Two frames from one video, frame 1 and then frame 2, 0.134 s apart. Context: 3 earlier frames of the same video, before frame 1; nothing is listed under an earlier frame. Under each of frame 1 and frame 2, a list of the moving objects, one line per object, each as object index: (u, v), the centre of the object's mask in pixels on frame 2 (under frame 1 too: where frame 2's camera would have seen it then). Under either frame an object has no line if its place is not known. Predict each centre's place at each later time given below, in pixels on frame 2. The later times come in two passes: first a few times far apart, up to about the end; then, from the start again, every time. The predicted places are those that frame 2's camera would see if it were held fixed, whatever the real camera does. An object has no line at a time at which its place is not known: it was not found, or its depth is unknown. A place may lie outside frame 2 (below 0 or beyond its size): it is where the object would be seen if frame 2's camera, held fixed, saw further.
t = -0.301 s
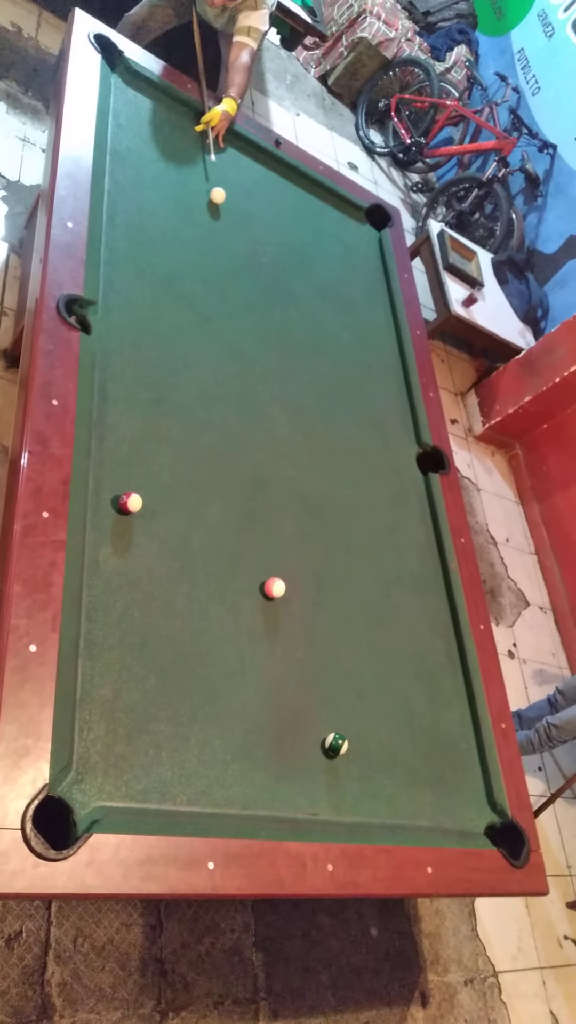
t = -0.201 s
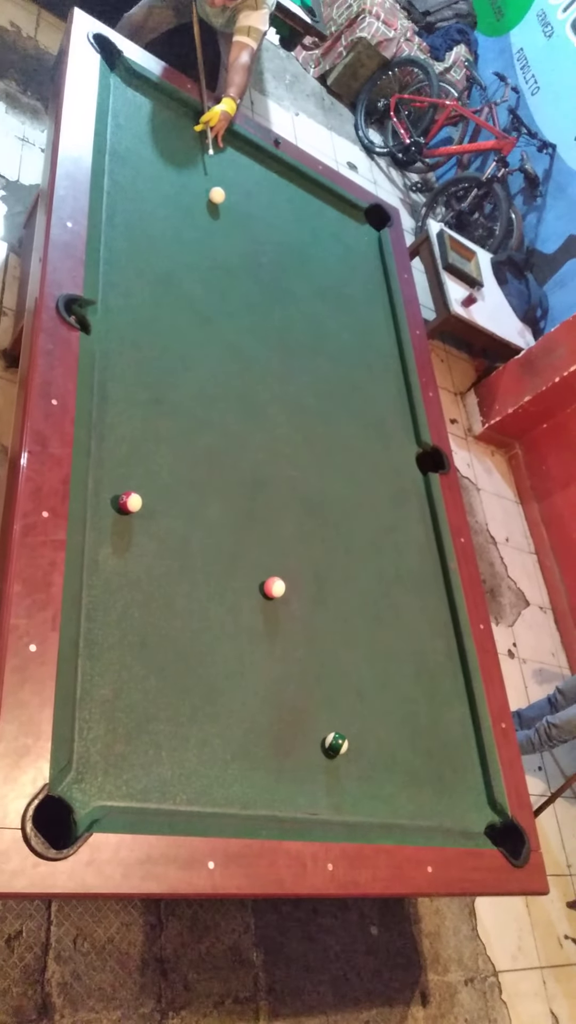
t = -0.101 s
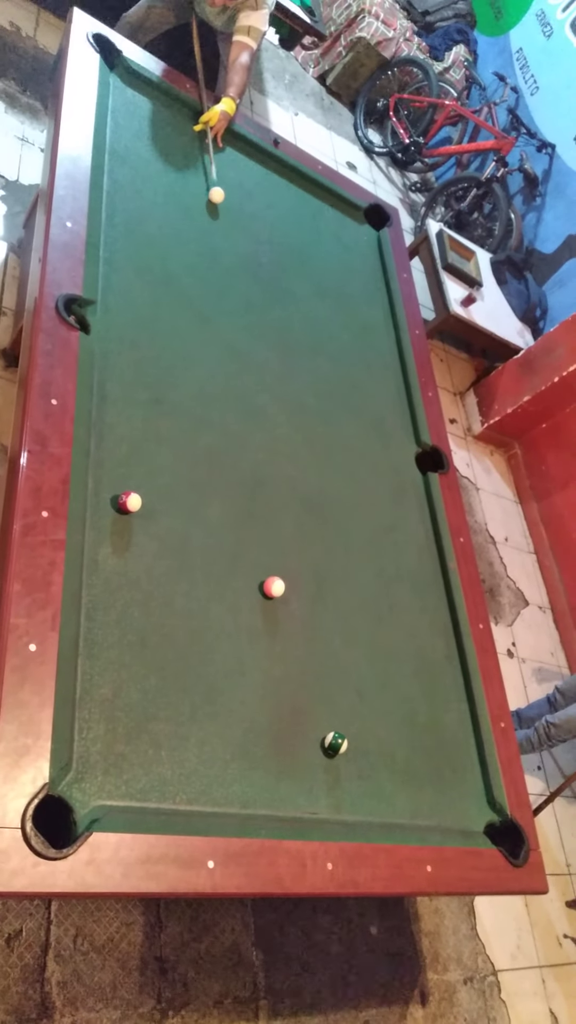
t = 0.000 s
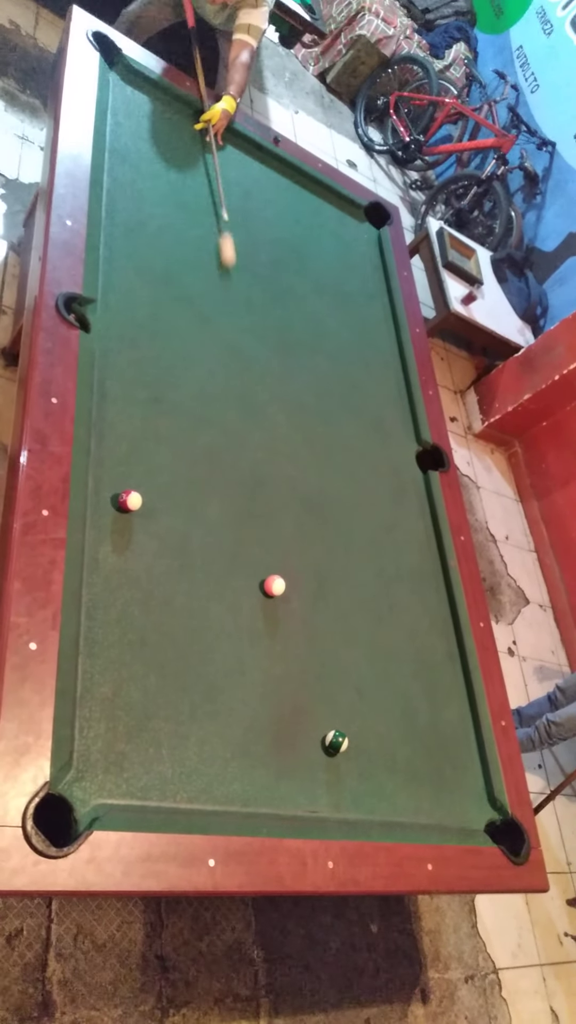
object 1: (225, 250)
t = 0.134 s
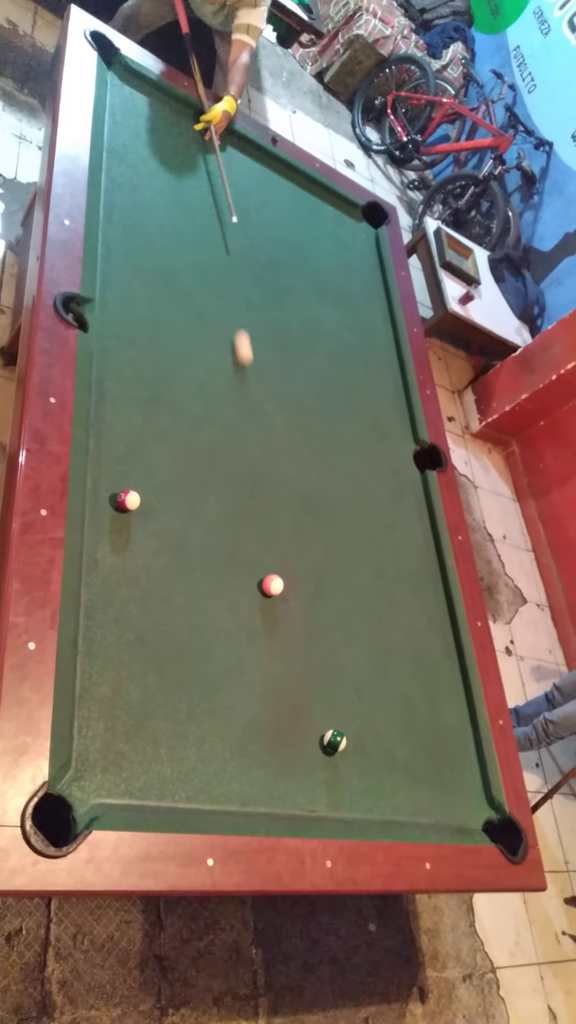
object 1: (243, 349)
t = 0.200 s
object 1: (252, 398)
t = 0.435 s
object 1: (294, 594)
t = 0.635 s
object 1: (374, 766)
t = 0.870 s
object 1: (413, 736)
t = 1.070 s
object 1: (430, 666)
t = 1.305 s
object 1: (444, 598)
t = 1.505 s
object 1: (420, 547)
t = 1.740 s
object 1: (395, 492)
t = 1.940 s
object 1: (375, 448)
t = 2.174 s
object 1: (354, 400)
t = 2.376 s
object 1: (337, 362)
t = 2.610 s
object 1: (320, 319)
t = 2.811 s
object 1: (305, 285)
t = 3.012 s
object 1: (291, 252)
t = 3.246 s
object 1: (276, 217)
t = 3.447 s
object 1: (263, 189)
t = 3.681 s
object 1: (249, 157)
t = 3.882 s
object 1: (238, 143)
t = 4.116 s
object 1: (229, 148)
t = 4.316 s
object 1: (220, 152)
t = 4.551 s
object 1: (211, 157)
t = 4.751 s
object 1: (204, 161)
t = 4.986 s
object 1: (196, 166)
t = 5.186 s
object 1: (189, 169)
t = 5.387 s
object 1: (183, 173)
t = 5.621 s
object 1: (177, 175)
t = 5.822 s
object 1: (172, 178)
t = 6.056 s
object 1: (166, 180)
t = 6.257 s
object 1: (162, 181)
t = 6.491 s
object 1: (157, 181)
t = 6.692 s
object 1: (153, 181)
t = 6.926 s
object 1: (150, 181)
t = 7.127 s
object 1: (148, 181)
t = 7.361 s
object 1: (147, 181)
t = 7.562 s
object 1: (148, 181)
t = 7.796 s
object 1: (148, 181)
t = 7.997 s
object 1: (148, 181)
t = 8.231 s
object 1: (148, 181)
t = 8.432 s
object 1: (148, 181)
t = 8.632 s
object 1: (148, 181)
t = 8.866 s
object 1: (148, 181)
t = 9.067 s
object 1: (148, 181)
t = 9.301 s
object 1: (148, 180)
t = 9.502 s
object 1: (148, 181)
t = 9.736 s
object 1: (148, 181)
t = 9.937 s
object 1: (148, 181)
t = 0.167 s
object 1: (247, 373)
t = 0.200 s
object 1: (252, 398)
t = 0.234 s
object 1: (257, 424)
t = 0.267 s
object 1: (262, 451)
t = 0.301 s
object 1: (267, 478)
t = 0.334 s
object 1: (272, 506)
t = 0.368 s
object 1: (277, 535)
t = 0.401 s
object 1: (284, 564)
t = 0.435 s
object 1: (294, 594)
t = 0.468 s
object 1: (308, 620)
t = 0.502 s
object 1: (321, 648)
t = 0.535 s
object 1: (334, 677)
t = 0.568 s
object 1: (347, 707)
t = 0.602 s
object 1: (360, 736)
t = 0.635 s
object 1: (374, 766)
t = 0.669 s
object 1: (388, 797)
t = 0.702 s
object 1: (398, 808)
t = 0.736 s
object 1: (401, 792)
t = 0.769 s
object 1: (404, 776)
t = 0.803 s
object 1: (407, 763)
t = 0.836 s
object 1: (410, 750)
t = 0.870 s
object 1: (413, 736)
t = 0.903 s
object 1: (416, 724)
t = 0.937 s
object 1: (419, 712)
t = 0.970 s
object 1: (422, 700)
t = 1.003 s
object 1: (425, 687)
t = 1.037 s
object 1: (427, 676)
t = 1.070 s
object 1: (430, 666)
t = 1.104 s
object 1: (433, 655)
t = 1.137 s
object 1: (435, 645)
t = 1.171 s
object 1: (438, 634)
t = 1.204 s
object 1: (440, 625)
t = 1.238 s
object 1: (442, 616)
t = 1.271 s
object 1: (445, 607)
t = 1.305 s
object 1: (444, 598)
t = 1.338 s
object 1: (440, 589)
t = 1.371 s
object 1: (436, 580)
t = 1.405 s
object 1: (432, 571)
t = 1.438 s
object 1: (428, 563)
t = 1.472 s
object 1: (424, 556)
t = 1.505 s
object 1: (420, 547)
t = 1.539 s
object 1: (417, 539)
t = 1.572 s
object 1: (413, 531)
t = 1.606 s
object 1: (409, 523)
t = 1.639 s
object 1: (406, 515)
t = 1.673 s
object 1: (402, 507)
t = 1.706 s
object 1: (399, 500)
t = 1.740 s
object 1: (395, 492)
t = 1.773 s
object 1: (392, 484)
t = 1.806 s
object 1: (388, 477)
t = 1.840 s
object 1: (385, 470)
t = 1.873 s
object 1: (382, 463)
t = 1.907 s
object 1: (378, 456)
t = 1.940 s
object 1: (375, 448)
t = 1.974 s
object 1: (372, 441)
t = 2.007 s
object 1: (369, 434)
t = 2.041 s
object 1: (366, 428)
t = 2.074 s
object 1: (363, 421)
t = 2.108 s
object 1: (360, 414)
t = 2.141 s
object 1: (357, 407)
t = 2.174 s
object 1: (354, 400)
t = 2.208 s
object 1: (351, 394)
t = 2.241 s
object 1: (348, 387)
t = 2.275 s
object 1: (346, 381)
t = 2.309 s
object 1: (343, 374)
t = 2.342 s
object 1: (340, 368)
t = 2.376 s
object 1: (337, 362)
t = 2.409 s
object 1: (335, 355)
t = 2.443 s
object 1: (332, 349)
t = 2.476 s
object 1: (330, 343)
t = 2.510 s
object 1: (327, 337)
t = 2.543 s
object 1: (325, 330)
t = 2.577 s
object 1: (322, 325)
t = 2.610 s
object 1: (320, 319)
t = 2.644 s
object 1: (317, 313)
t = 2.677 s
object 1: (315, 307)
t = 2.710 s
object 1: (312, 302)
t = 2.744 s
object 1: (310, 296)
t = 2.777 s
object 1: (307, 290)
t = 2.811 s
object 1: (305, 285)
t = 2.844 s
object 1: (303, 279)
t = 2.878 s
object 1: (301, 273)
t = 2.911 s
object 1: (298, 268)
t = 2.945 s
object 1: (296, 263)
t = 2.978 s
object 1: (293, 258)
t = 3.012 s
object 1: (291, 252)
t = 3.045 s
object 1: (289, 247)
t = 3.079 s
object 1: (287, 242)
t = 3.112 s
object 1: (284, 237)
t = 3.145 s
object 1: (282, 232)
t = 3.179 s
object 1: (280, 227)
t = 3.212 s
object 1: (278, 222)
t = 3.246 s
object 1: (276, 217)
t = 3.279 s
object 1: (273, 212)
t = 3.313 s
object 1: (271, 207)
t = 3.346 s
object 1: (269, 203)
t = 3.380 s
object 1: (267, 198)
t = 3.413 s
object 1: (265, 193)
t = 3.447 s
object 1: (263, 189)
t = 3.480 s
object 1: (261, 184)
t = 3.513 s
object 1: (259, 180)
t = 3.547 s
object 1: (257, 175)
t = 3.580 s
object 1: (254, 171)
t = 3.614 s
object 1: (253, 166)
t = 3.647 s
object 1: (251, 162)
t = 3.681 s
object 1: (249, 157)
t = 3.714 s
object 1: (247, 153)
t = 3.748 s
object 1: (245, 149)
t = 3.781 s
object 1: (243, 144)
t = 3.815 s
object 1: (241, 141)
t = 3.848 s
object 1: (240, 142)
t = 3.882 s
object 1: (238, 143)
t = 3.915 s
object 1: (237, 143)
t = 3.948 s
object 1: (235, 144)
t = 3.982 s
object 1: (234, 145)
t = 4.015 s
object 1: (233, 146)
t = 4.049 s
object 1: (231, 147)
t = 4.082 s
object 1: (230, 147)
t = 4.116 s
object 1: (229, 148)
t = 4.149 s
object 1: (227, 149)
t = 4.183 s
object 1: (226, 150)
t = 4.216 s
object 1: (225, 150)
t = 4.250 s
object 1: (223, 151)
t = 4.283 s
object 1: (222, 151)
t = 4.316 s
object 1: (220, 152)
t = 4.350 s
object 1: (219, 153)
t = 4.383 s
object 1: (218, 153)
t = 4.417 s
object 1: (216, 154)
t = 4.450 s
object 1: (215, 155)
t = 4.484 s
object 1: (214, 156)
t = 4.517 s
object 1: (212, 156)
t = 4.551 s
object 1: (211, 157)
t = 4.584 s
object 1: (210, 158)
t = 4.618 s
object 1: (209, 158)
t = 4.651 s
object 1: (207, 159)
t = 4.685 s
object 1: (206, 160)
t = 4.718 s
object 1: (205, 160)
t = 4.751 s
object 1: (204, 161)
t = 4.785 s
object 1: (203, 161)
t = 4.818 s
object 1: (201, 162)
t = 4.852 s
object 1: (201, 163)
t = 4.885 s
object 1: (199, 164)
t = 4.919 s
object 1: (198, 164)
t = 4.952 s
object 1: (197, 165)
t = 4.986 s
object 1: (196, 166)
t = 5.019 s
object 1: (195, 166)
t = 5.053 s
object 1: (194, 167)
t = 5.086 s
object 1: (192, 167)
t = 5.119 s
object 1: (192, 168)
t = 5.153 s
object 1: (191, 169)
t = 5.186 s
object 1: (189, 169)
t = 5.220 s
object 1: (188, 170)
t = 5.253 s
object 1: (187, 170)
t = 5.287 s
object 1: (187, 171)
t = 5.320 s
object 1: (185, 171)
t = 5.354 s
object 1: (184, 172)
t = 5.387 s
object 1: (183, 173)
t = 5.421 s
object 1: (183, 173)
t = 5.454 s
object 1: (181, 174)
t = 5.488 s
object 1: (180, 174)
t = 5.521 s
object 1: (180, 174)
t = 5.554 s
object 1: (179, 175)
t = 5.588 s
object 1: (178, 175)
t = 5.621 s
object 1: (177, 175)
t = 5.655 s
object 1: (176, 176)
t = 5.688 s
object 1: (175, 176)
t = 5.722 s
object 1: (174, 177)
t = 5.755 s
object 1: (173, 177)
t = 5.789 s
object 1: (173, 178)
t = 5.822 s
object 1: (172, 178)
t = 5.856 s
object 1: (171, 178)
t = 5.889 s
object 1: (170, 179)
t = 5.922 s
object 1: (170, 179)
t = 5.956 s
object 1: (169, 179)
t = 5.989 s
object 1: (168, 180)
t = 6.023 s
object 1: (167, 180)
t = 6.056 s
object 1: (166, 180)
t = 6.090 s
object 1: (166, 180)
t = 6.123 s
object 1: (165, 181)
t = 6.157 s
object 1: (164, 181)
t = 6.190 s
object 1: (163, 181)
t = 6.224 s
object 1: (163, 181)
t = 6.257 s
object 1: (162, 181)
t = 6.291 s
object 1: (161, 181)
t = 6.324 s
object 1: (160, 181)
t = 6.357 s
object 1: (160, 181)
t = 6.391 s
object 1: (159, 181)
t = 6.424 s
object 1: (158, 181)
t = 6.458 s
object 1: (158, 181)
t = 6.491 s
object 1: (157, 181)
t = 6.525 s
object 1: (156, 181)
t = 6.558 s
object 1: (156, 181)
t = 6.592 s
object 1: (155, 181)
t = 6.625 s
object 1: (155, 181)
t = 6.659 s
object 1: (154, 181)
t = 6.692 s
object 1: (153, 181)
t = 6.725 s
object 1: (153, 181)
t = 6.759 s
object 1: (152, 181)
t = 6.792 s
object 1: (152, 181)
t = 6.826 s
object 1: (151, 181)
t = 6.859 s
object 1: (151, 181)
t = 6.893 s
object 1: (151, 181)
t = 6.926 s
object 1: (150, 181)
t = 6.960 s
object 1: (149, 181)
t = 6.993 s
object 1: (149, 181)
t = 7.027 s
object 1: (149, 181)
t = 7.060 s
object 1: (149, 181)
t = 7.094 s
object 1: (148, 181)
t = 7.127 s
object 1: (148, 181)
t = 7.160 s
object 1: (148, 181)
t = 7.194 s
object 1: (147, 180)
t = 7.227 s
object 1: (147, 181)
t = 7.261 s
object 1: (147, 181)
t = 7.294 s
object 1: (147, 181)
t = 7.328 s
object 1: (147, 181)
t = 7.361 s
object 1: (147, 181)
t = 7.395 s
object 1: (147, 181)
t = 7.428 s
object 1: (148, 181)
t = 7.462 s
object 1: (148, 181)
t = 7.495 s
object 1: (148, 181)
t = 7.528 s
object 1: (148, 181)
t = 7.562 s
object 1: (148, 181)
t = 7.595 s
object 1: (148, 181)
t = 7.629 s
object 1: (148, 181)
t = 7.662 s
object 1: (148, 181)
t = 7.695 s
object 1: (148, 181)
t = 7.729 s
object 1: (148, 181)
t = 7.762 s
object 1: (148, 181)
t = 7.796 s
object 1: (148, 181)
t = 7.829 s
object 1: (148, 181)
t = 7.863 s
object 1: (148, 181)
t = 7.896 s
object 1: (148, 181)
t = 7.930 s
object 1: (148, 181)
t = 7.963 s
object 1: (148, 181)
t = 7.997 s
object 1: (148, 181)
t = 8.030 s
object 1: (148, 181)
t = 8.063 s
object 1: (148, 181)
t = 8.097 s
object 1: (148, 181)
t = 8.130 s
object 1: (148, 181)
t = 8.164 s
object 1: (148, 181)
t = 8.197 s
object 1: (148, 181)
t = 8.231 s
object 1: (148, 181)
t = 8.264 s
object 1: (148, 181)
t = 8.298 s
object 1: (148, 181)
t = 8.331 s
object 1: (148, 181)
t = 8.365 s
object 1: (148, 181)
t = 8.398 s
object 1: (148, 181)
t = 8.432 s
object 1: (148, 181)
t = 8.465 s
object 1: (148, 181)
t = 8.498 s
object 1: (148, 181)
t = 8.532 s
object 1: (148, 181)
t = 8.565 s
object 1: (148, 181)
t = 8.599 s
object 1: (148, 181)
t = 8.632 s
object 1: (148, 181)
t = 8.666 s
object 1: (148, 181)
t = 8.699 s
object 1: (148, 181)
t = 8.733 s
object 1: (148, 181)
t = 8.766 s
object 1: (148, 181)
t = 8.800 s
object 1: (148, 181)
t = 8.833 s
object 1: (148, 181)
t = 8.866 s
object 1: (148, 181)
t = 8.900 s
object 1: (148, 181)
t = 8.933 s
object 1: (148, 181)
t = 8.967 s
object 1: (148, 181)
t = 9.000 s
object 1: (148, 181)
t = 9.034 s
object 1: (148, 181)
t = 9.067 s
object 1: (148, 181)
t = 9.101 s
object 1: (148, 181)
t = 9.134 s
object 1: (148, 180)
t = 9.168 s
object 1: (148, 181)
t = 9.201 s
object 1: (148, 180)
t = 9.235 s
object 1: (148, 181)
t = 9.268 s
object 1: (148, 181)
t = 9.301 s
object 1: (148, 180)
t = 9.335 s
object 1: (148, 180)
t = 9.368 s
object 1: (148, 180)
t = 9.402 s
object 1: (148, 180)
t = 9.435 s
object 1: (148, 181)
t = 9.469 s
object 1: (147, 181)
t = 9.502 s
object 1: (148, 181)
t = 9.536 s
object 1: (148, 181)
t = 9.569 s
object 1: (148, 181)
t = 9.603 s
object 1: (148, 181)
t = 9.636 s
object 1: (148, 181)
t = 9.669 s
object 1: (147, 180)
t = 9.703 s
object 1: (148, 180)
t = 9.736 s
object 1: (148, 181)
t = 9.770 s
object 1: (148, 181)
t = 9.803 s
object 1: (148, 181)
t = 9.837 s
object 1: (148, 181)
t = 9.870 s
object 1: (148, 181)
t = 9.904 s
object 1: (148, 181)
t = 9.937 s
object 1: (148, 181)
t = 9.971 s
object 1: (148, 181)
